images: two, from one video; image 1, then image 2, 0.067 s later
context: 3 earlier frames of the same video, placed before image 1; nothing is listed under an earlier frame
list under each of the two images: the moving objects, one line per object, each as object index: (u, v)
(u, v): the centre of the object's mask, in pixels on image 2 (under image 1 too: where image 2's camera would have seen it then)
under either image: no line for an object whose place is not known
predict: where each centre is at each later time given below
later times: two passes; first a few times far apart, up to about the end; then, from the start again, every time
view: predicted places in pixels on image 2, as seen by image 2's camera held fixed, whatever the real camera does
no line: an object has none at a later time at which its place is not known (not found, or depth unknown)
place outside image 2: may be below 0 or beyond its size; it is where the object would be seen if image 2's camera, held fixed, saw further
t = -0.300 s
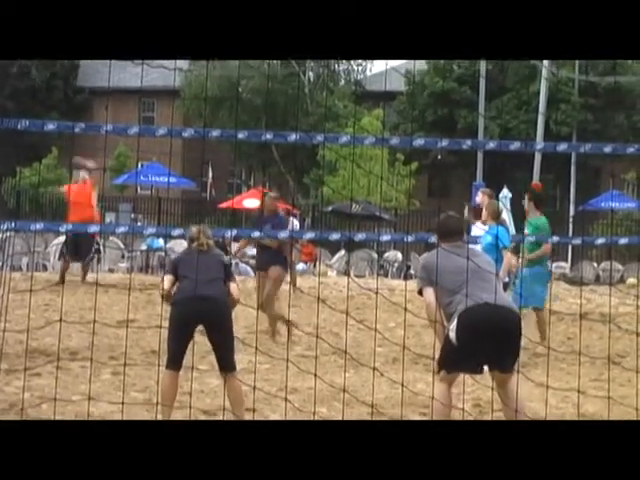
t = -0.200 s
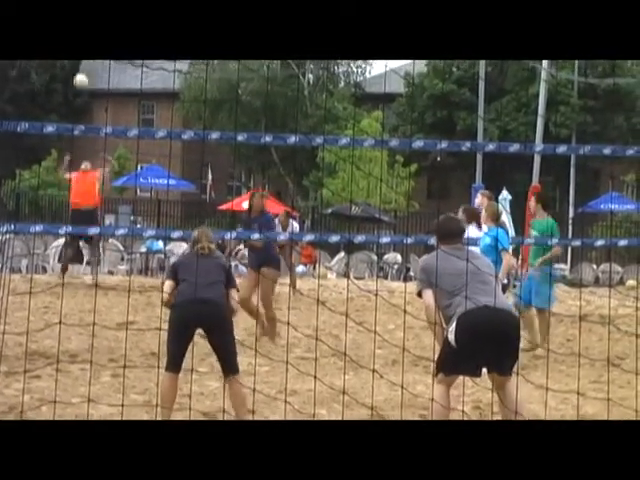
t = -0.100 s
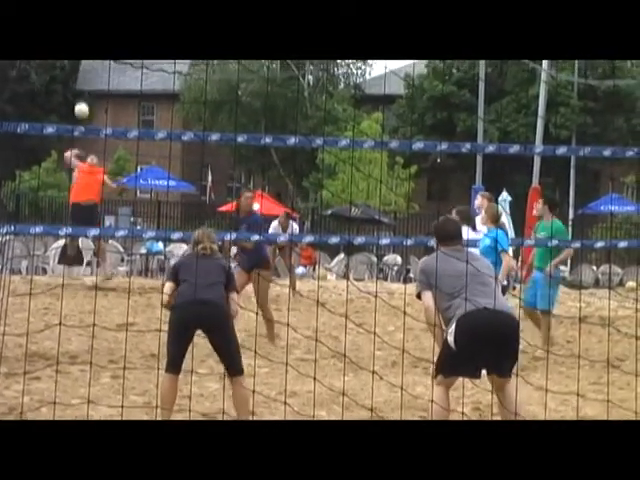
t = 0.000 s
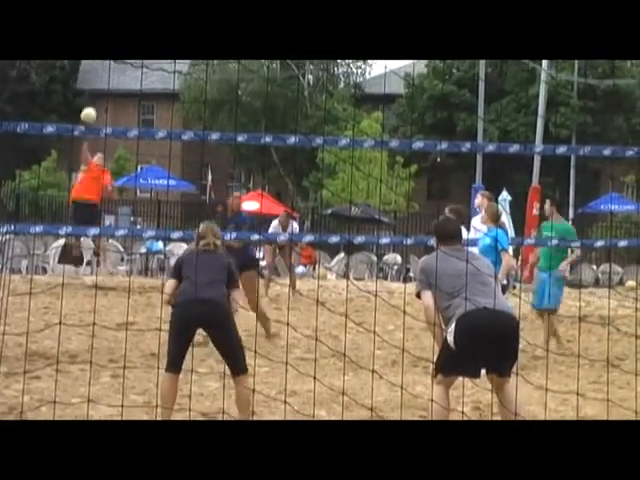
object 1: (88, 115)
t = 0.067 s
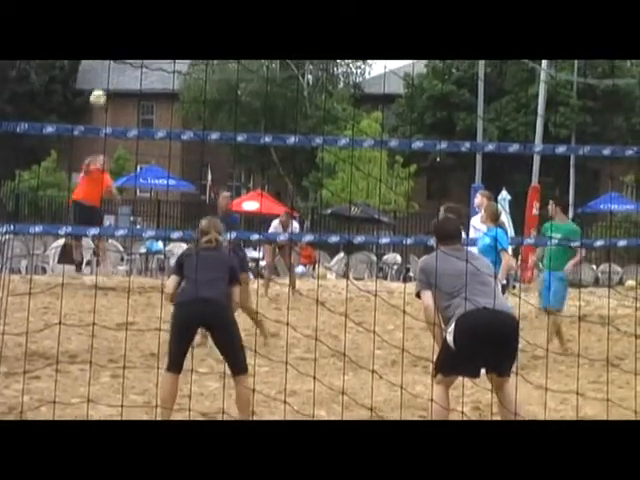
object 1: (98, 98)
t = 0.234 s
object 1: (122, 66)
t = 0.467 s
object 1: (152, 69)
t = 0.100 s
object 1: (102, 90)
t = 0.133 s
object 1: (107, 82)
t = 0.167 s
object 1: (112, 74)
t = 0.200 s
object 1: (118, 70)
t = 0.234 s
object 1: (122, 66)
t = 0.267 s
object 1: (128, 64)
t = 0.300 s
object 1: (131, 63)
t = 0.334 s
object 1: (133, 62)
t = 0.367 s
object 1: (138, 61)
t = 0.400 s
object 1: (144, 63)
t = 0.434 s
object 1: (148, 65)
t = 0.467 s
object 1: (152, 69)
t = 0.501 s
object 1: (156, 78)
